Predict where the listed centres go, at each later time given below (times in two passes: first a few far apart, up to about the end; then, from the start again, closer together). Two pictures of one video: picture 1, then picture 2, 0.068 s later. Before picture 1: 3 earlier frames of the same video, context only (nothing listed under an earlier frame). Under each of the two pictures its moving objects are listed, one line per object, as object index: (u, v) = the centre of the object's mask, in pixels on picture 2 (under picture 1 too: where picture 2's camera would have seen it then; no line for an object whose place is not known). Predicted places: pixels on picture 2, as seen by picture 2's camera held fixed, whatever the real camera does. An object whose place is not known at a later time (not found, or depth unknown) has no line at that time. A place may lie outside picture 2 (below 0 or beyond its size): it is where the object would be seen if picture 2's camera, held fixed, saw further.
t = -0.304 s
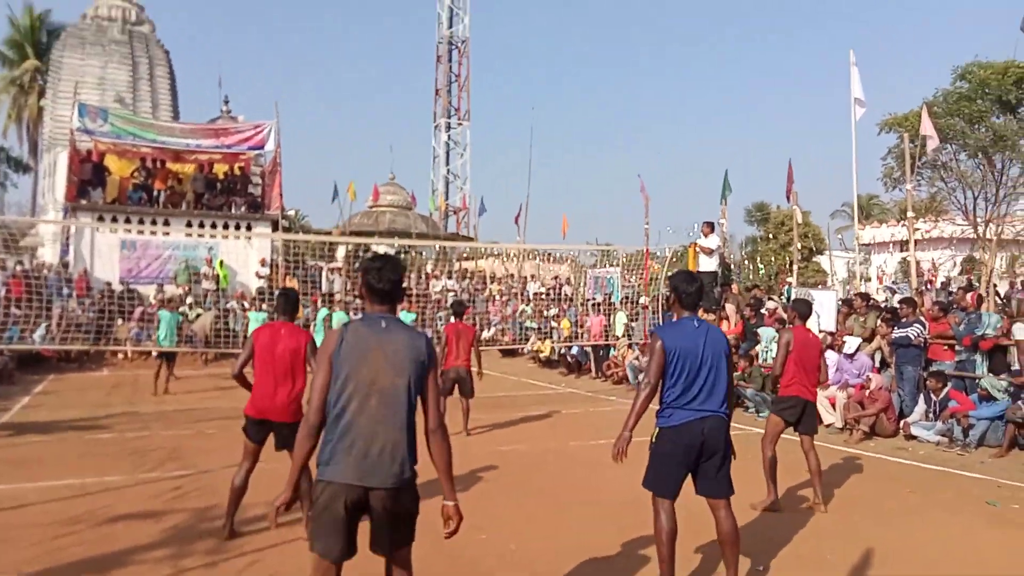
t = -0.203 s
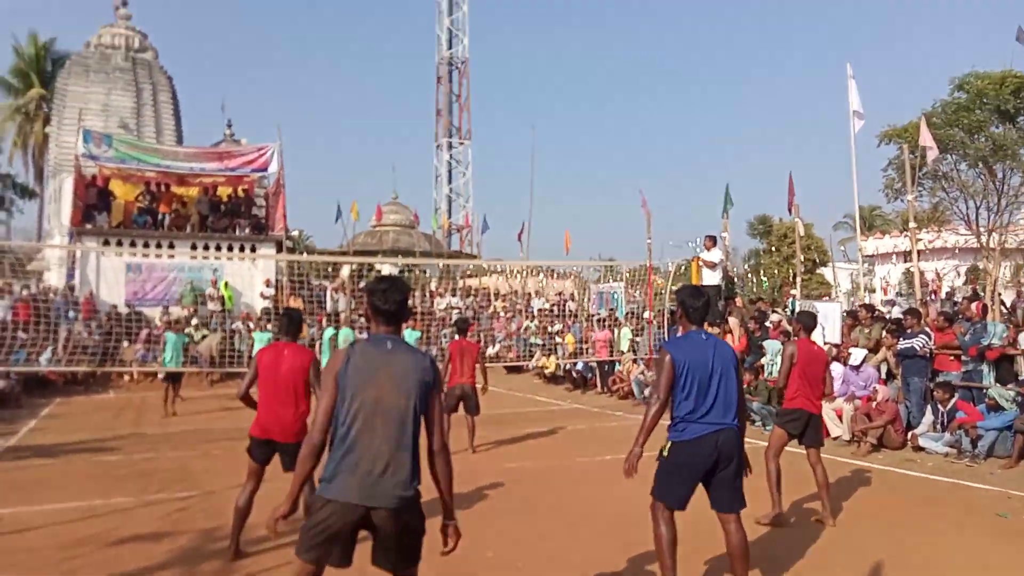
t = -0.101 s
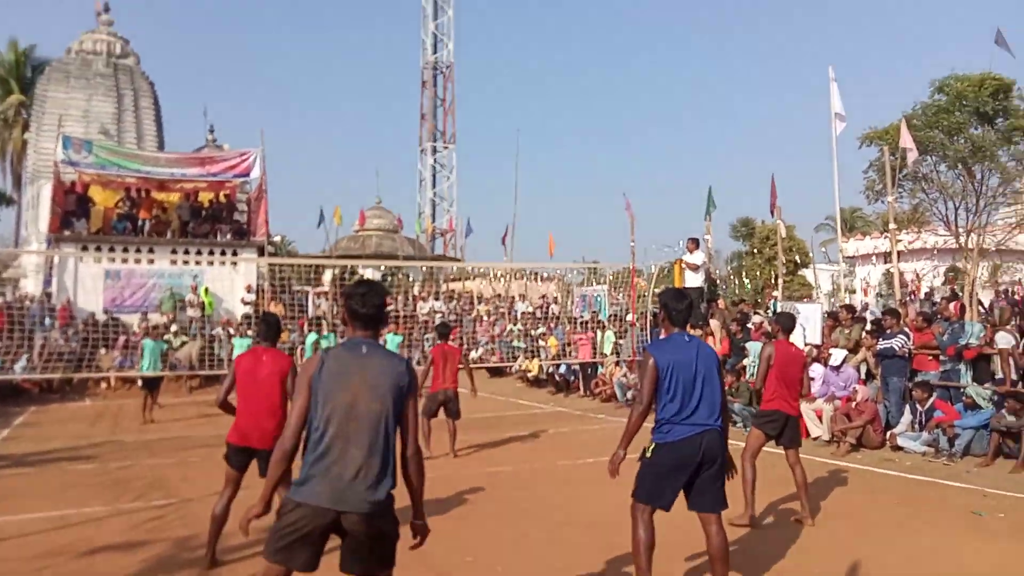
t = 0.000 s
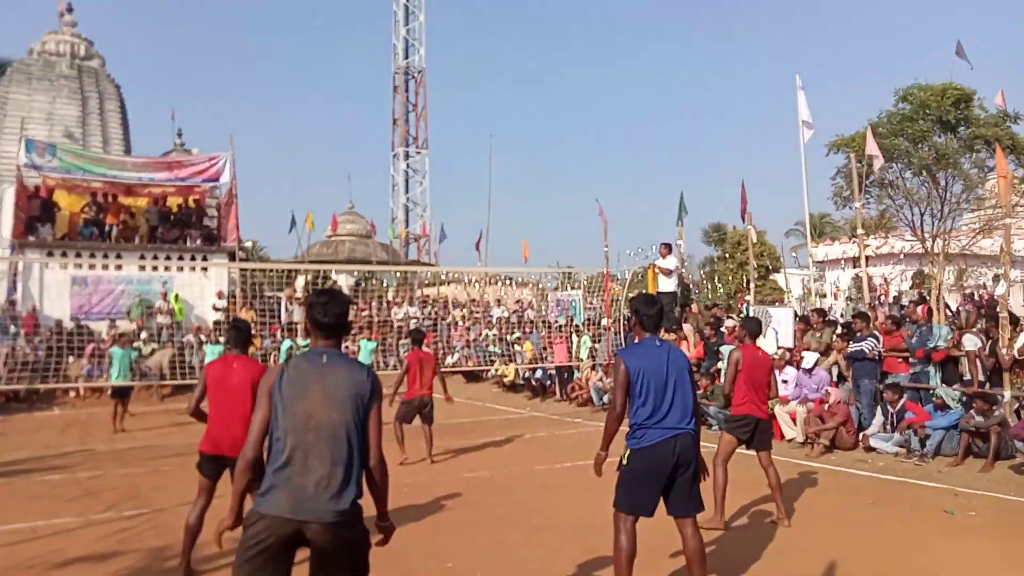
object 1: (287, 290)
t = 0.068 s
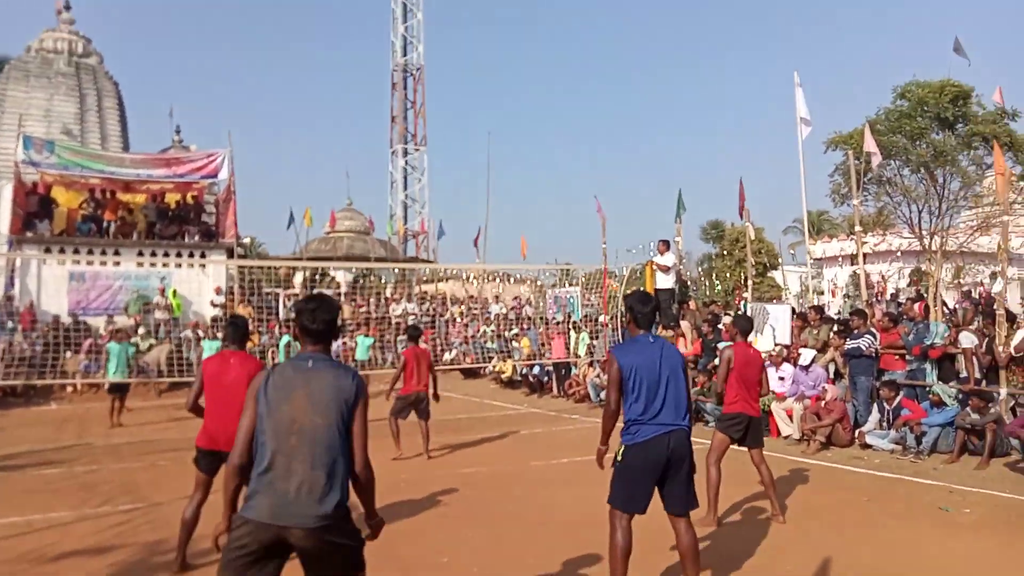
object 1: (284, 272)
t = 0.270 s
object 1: (275, 226)
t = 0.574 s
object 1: (257, 181)
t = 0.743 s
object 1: (243, 179)
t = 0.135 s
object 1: (281, 255)
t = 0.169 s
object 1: (280, 248)
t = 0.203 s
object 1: (278, 241)
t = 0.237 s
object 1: (276, 233)
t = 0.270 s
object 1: (275, 226)
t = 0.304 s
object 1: (273, 219)
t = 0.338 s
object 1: (270, 213)
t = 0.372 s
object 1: (268, 207)
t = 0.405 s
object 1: (266, 201)
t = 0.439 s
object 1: (265, 196)
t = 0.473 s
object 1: (263, 191)
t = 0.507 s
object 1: (262, 187)
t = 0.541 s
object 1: (259, 183)
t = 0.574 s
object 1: (257, 181)
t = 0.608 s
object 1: (254, 179)
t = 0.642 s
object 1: (252, 177)
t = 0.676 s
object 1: (249, 176)
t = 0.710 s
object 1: (246, 177)
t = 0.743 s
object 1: (243, 179)
